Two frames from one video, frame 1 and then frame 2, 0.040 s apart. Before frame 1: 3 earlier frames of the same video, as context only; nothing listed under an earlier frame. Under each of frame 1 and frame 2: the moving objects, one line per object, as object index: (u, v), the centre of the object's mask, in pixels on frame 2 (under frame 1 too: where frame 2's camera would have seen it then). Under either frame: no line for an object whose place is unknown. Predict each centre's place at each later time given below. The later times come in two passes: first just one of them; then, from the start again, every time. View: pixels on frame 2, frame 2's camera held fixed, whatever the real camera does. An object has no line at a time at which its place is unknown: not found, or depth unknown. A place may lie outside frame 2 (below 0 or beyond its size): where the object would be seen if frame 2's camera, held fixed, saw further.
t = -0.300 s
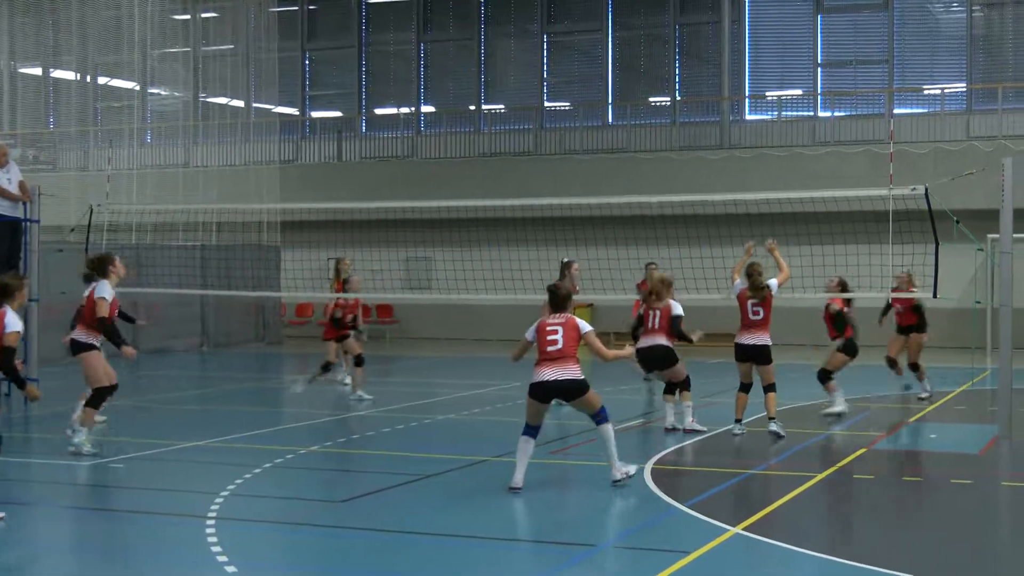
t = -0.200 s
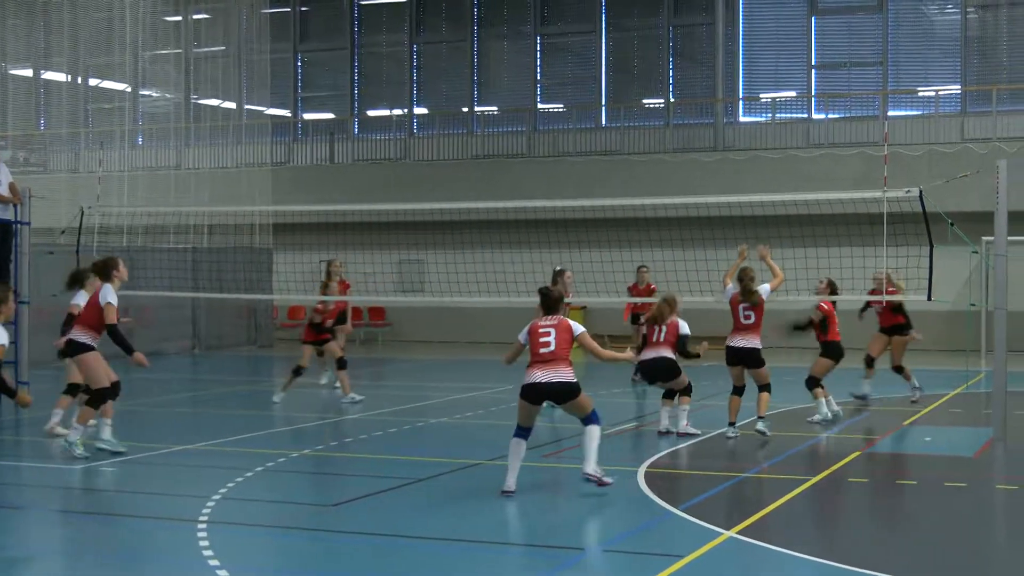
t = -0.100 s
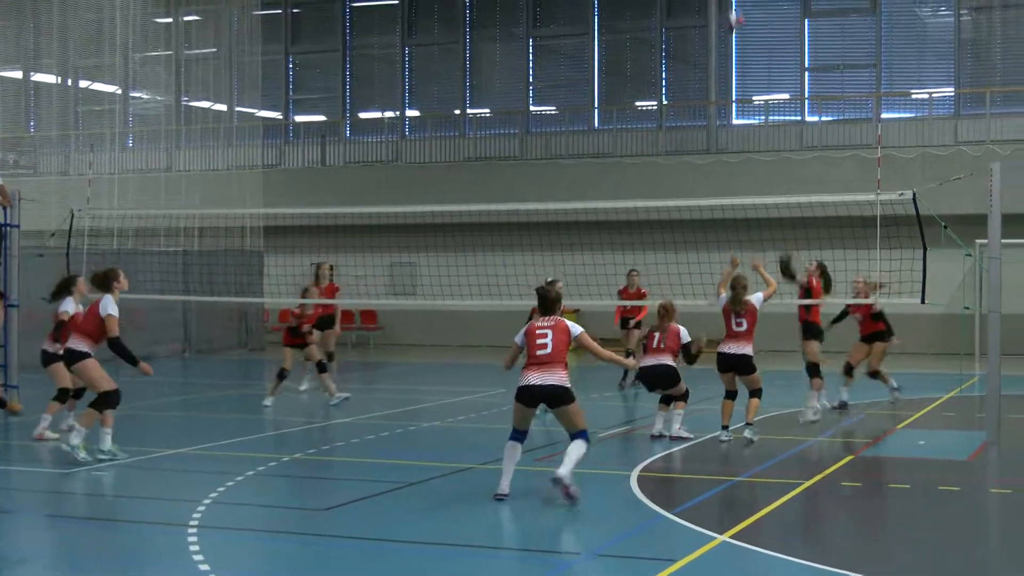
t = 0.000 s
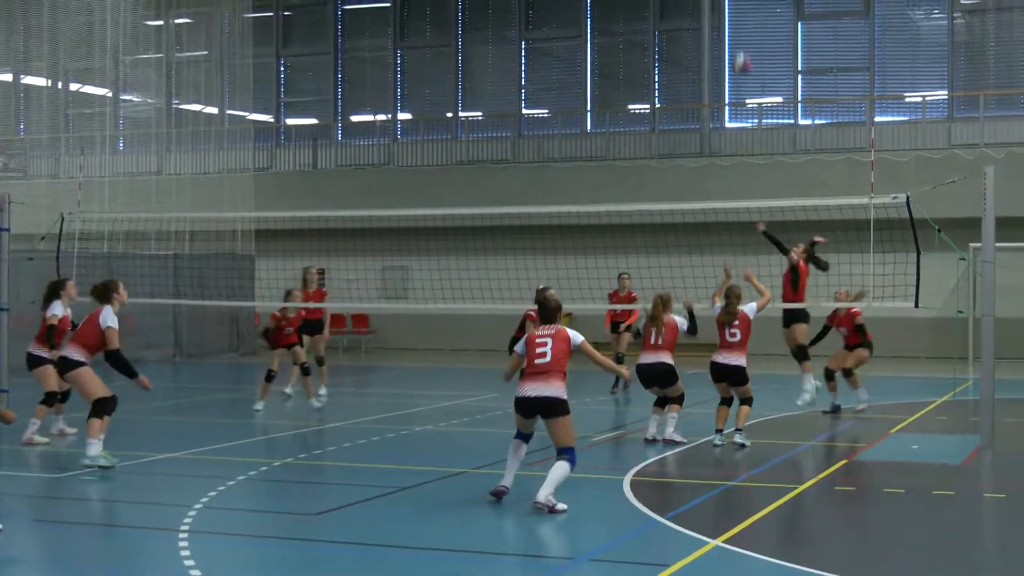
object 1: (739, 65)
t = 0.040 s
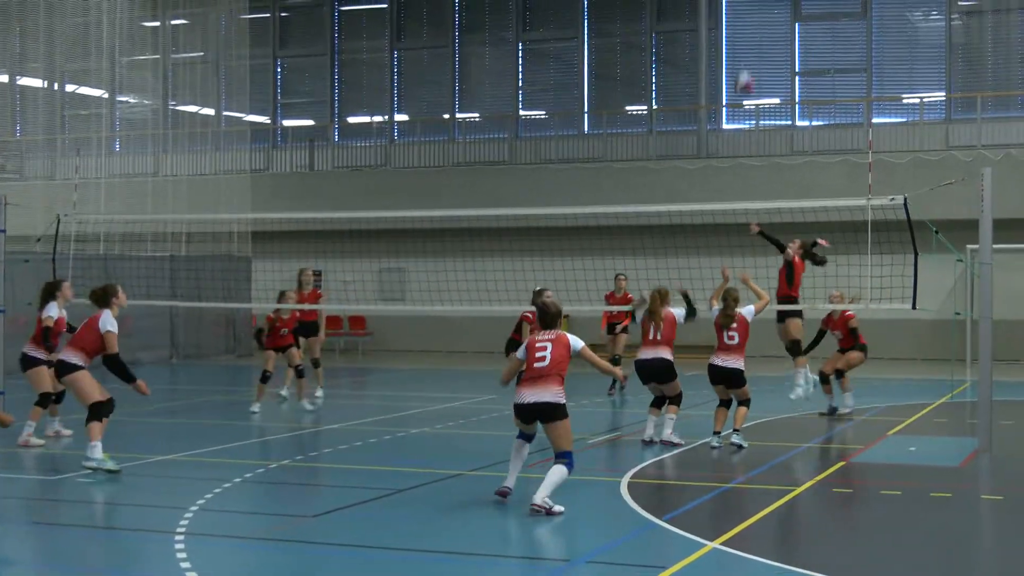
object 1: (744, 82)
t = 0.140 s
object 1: (758, 137)
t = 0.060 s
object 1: (747, 92)
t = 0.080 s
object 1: (751, 104)
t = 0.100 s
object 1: (754, 115)
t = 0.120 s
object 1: (754, 124)
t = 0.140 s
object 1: (758, 137)
